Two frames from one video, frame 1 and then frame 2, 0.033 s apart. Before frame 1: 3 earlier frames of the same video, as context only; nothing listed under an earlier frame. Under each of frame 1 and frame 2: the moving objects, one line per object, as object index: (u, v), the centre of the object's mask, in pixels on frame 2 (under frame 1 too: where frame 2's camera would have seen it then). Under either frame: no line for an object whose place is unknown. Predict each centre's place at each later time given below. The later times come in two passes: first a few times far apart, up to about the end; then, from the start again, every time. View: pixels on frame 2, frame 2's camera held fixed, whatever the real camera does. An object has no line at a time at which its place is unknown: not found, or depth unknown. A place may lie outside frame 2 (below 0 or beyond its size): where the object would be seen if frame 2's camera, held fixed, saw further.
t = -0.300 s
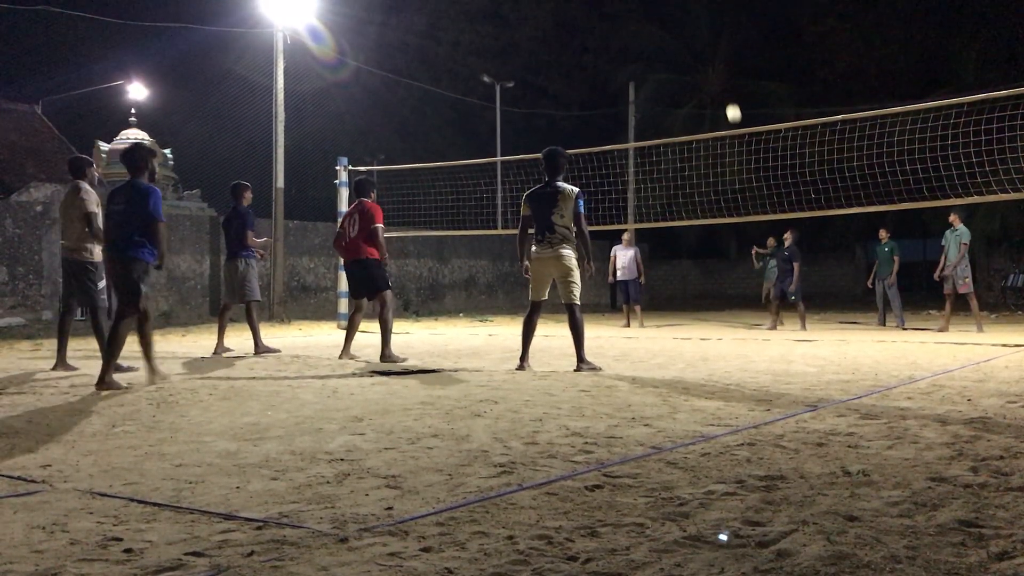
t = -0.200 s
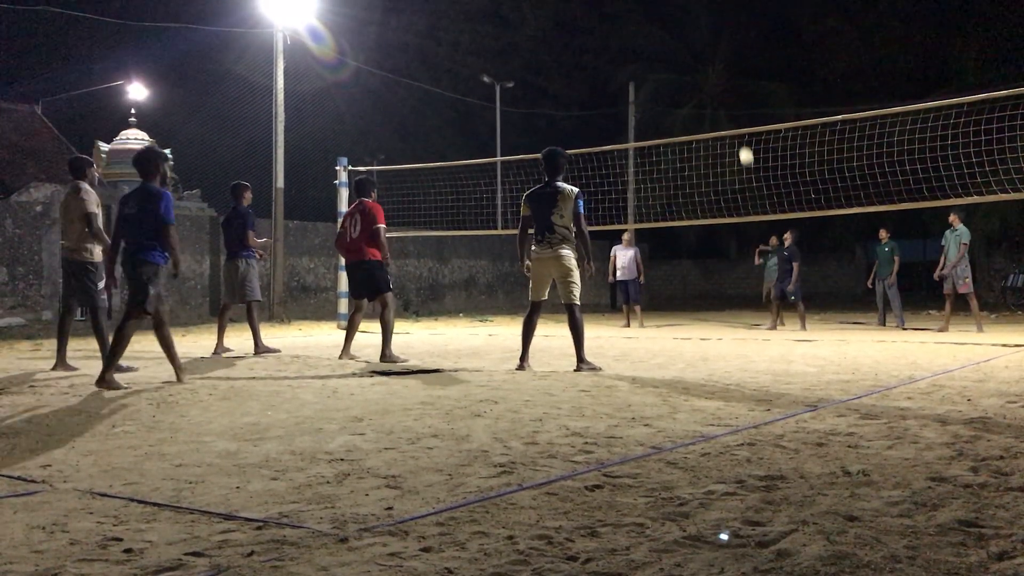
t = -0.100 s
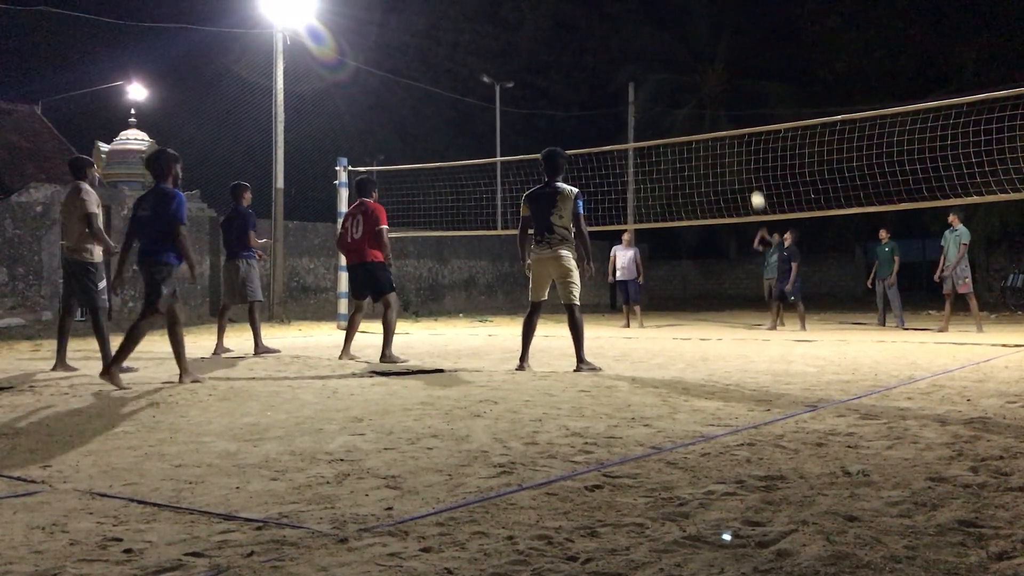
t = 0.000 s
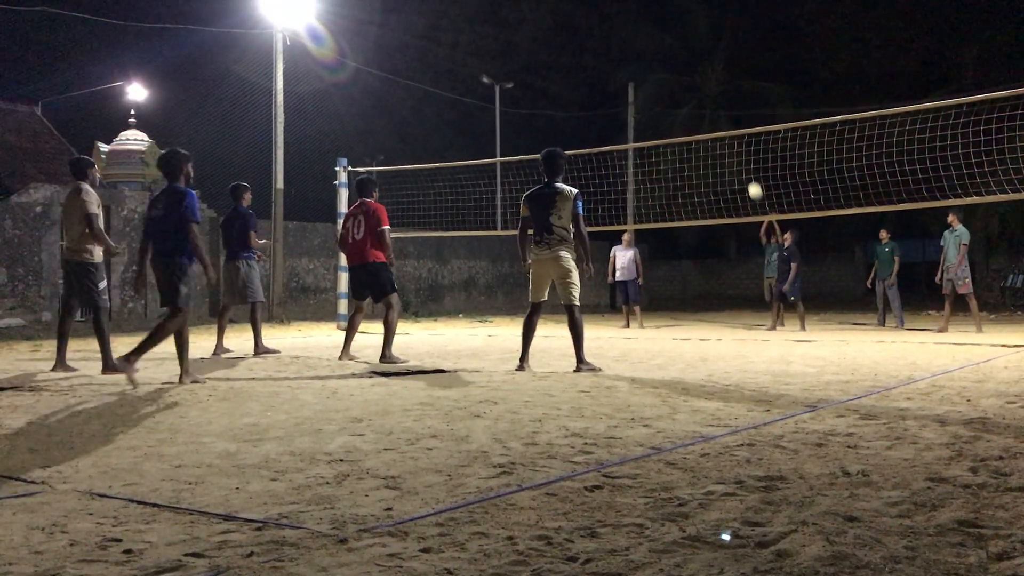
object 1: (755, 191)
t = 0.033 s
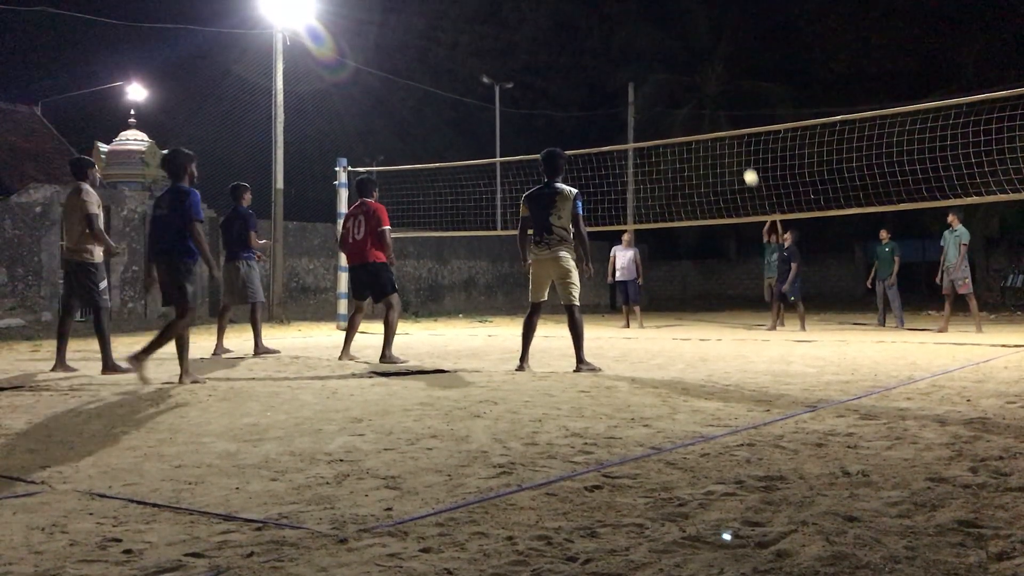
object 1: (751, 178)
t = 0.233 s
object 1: (725, 111)
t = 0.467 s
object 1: (688, 59)
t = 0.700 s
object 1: (646, 41)
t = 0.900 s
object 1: (606, 55)
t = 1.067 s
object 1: (571, 90)
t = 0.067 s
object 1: (747, 166)
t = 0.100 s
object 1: (743, 153)
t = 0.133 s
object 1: (739, 142)
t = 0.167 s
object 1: (734, 130)
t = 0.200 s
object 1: (729, 120)
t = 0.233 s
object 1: (725, 111)
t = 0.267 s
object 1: (720, 101)
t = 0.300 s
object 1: (715, 93)
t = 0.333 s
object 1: (709, 85)
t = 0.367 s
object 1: (704, 77)
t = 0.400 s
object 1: (699, 70)
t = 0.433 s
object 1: (694, 65)
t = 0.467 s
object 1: (688, 59)
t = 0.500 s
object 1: (682, 54)
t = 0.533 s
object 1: (676, 51)
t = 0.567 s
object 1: (670, 47)
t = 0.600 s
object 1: (664, 45)
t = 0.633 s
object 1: (658, 43)
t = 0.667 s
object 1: (652, 41)
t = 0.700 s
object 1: (646, 41)
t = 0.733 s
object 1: (639, 41)
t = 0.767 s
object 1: (633, 43)
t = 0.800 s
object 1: (626, 44)
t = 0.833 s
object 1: (620, 47)
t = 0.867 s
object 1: (613, 51)
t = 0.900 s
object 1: (606, 55)
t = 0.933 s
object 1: (599, 60)
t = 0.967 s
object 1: (592, 67)
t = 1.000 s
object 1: (585, 74)
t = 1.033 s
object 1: (578, 81)
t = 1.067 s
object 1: (571, 90)
